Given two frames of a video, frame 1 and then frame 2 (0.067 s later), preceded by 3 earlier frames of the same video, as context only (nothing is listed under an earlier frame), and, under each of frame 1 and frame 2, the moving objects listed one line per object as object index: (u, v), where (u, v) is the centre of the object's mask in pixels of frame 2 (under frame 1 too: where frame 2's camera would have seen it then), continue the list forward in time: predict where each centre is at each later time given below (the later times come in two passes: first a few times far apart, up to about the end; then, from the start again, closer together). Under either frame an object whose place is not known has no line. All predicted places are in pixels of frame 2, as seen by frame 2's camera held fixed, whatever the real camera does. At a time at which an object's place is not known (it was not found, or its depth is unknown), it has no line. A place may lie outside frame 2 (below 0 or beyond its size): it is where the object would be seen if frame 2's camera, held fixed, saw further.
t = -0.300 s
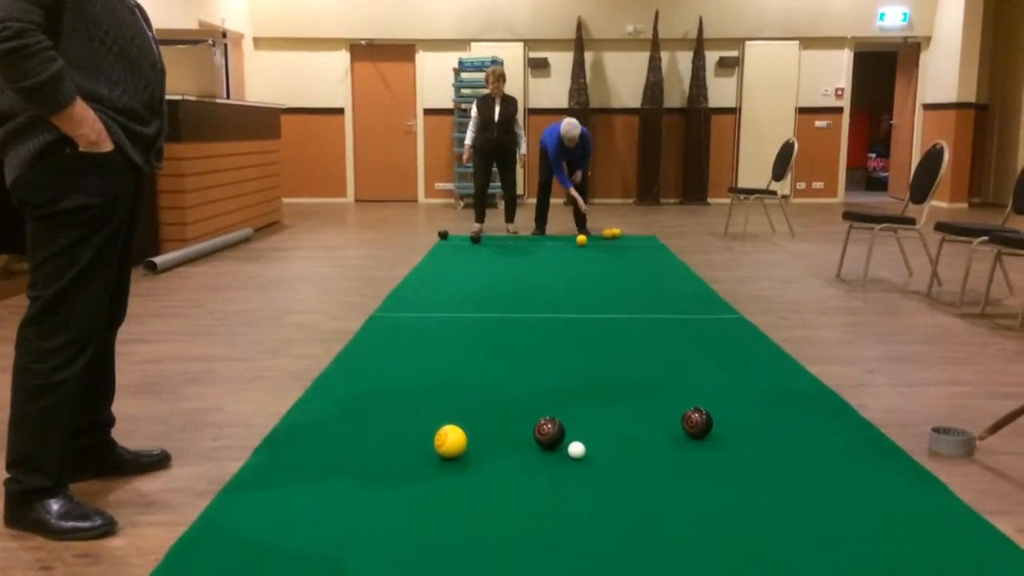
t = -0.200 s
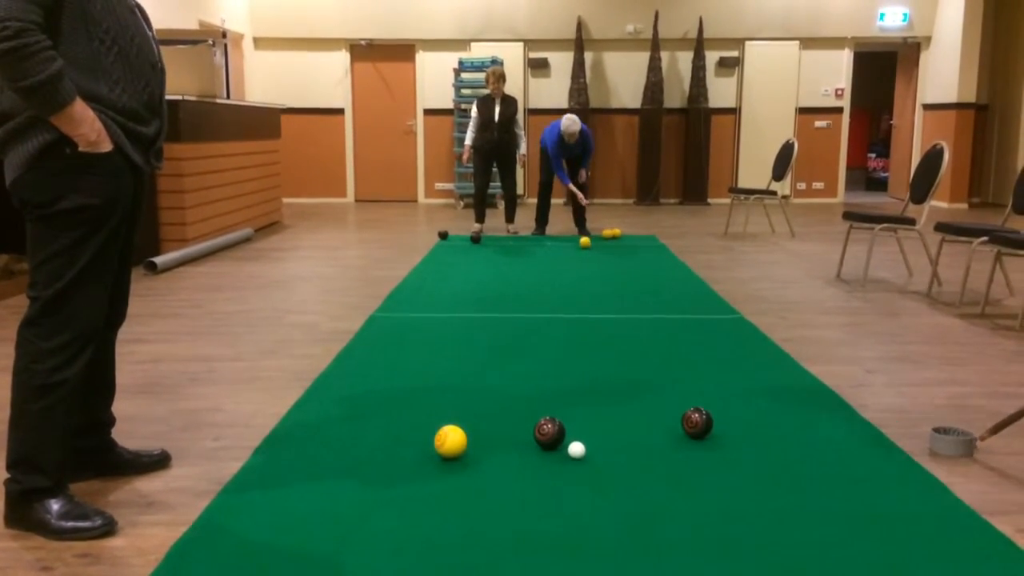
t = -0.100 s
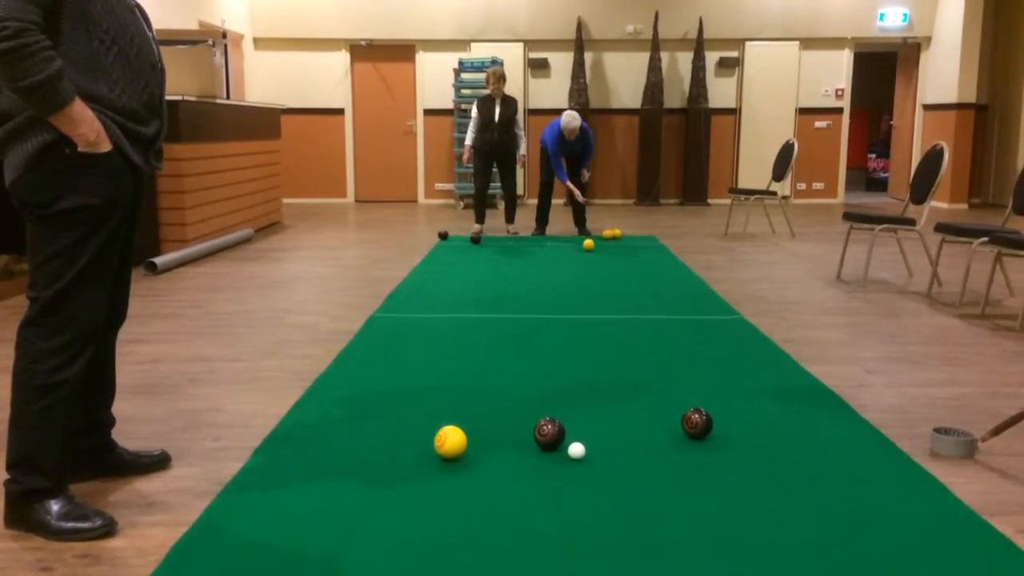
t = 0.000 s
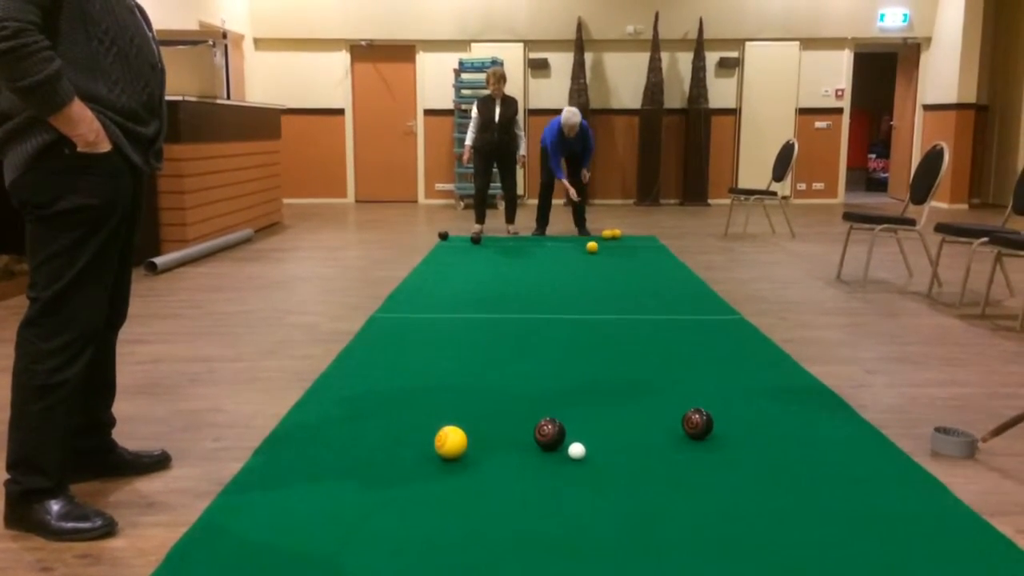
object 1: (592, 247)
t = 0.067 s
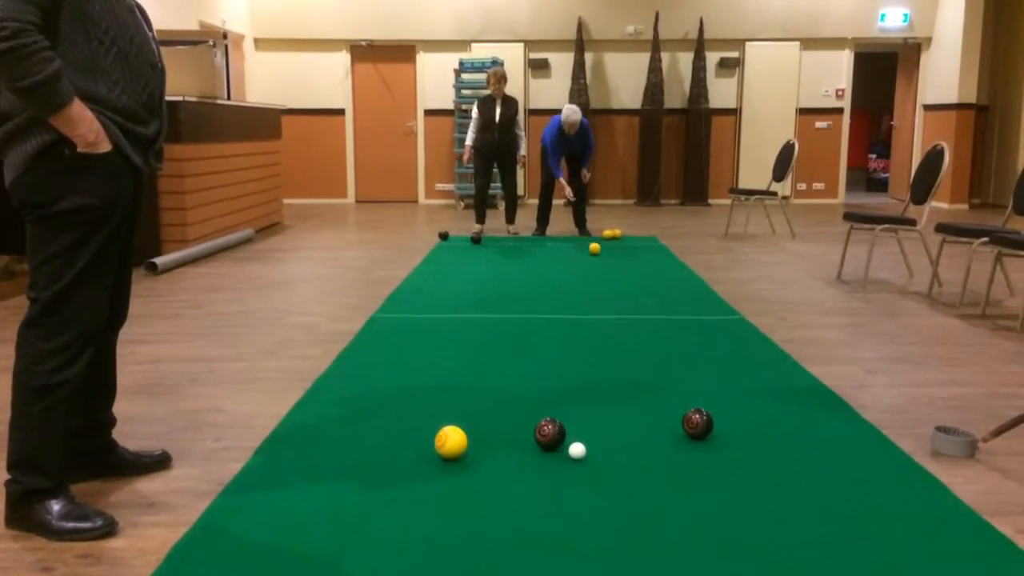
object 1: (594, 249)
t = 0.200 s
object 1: (599, 252)
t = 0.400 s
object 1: (605, 257)
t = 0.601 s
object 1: (611, 262)
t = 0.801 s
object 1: (616, 266)
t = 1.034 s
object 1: (623, 272)
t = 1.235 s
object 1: (628, 278)
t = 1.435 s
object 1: (633, 284)
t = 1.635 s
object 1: (638, 290)
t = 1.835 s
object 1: (641, 296)
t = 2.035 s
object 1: (645, 302)
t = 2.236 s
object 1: (648, 308)
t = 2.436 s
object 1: (650, 314)
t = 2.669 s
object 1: (651, 322)
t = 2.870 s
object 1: (652, 328)
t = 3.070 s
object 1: (650, 334)
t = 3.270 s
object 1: (648, 341)
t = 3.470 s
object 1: (645, 347)
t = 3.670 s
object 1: (640, 353)
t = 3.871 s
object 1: (635, 358)
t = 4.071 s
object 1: (629, 363)
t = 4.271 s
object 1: (622, 368)
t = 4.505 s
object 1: (613, 372)
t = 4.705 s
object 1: (605, 375)
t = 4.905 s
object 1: (596, 378)
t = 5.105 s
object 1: (587, 380)
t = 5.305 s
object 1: (579, 381)
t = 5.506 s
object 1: (571, 381)
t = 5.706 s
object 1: (566, 382)
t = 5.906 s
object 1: (562, 382)
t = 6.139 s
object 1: (560, 381)
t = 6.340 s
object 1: (559, 381)
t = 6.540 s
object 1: (559, 379)
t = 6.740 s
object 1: (559, 380)
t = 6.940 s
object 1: (559, 380)
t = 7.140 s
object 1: (559, 380)
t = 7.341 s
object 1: (559, 380)
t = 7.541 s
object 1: (559, 380)
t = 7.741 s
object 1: (559, 380)
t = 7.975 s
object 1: (559, 380)
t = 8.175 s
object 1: (559, 380)
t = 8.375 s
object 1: (559, 380)
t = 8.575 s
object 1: (559, 380)
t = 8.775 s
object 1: (559, 380)
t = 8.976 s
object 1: (559, 380)
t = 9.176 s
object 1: (559, 380)
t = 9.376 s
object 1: (559, 380)
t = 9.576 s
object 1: (559, 380)
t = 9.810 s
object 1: (559, 380)
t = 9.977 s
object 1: (559, 380)
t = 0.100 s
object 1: (595, 249)
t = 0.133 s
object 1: (596, 250)
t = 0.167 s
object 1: (598, 251)
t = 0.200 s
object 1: (599, 252)
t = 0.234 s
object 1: (599, 253)
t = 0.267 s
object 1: (600, 253)
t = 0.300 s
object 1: (601, 254)
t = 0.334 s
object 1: (603, 255)
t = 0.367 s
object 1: (604, 256)
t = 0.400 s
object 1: (605, 257)
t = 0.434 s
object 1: (606, 258)
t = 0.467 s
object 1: (606, 258)
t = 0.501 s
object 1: (607, 259)
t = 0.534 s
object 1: (609, 260)
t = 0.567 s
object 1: (610, 261)
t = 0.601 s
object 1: (611, 262)
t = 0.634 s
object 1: (611, 262)
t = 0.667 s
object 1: (612, 263)
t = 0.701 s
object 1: (613, 264)
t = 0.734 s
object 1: (614, 265)
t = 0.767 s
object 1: (615, 265)
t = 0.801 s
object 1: (616, 266)
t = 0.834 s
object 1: (617, 267)
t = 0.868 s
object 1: (618, 268)
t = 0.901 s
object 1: (619, 268)
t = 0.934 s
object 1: (619, 269)
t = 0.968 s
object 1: (621, 270)
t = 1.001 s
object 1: (622, 271)
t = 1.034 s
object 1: (623, 272)
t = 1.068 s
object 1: (624, 273)
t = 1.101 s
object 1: (625, 274)
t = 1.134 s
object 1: (625, 275)
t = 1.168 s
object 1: (626, 276)
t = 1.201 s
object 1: (627, 277)
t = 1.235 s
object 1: (628, 278)
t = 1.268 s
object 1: (629, 279)
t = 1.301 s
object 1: (630, 280)
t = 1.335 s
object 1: (631, 280)
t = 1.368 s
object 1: (631, 281)
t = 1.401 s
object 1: (632, 283)
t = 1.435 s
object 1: (633, 284)
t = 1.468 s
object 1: (634, 285)
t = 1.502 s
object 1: (634, 286)
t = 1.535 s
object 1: (635, 287)
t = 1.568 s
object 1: (636, 288)
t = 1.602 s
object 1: (637, 289)
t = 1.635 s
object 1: (638, 290)
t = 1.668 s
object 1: (638, 291)
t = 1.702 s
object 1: (639, 292)
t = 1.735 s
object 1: (639, 293)
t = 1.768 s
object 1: (640, 294)
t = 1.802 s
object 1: (641, 294)
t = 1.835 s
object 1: (641, 296)
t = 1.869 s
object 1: (642, 297)
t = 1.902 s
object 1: (643, 298)
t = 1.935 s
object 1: (643, 299)
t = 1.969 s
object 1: (644, 300)
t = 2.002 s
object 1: (644, 301)
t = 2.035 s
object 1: (645, 302)
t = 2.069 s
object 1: (645, 303)
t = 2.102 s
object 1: (646, 304)
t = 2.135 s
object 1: (646, 305)
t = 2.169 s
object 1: (647, 306)
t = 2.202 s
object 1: (647, 307)
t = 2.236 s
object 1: (648, 308)
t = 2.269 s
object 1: (648, 309)
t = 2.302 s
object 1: (648, 310)
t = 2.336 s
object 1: (649, 311)
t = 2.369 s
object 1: (649, 312)
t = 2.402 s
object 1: (650, 314)
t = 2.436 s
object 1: (650, 314)
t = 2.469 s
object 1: (650, 315)
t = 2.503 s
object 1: (651, 317)
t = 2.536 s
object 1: (651, 318)
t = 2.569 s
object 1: (651, 319)
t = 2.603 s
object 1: (651, 320)
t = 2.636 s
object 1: (651, 321)
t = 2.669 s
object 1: (651, 322)
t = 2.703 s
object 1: (652, 323)
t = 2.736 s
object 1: (652, 324)
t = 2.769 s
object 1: (652, 325)
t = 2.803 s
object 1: (652, 326)
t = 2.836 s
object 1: (652, 327)
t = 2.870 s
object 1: (652, 328)
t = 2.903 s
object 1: (652, 329)
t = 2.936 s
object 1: (652, 330)
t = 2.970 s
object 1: (651, 331)
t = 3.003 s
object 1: (651, 333)
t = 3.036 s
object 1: (651, 333)
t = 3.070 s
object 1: (650, 334)
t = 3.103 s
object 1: (650, 335)
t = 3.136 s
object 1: (650, 336)
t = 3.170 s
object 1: (649, 338)
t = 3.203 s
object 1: (649, 339)
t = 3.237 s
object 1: (649, 340)
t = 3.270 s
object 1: (648, 341)
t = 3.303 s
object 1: (648, 342)
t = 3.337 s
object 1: (647, 343)
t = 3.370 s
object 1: (647, 344)
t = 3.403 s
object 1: (646, 345)
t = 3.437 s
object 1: (646, 346)
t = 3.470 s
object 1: (645, 347)
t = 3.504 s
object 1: (644, 348)
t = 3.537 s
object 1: (644, 349)
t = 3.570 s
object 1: (643, 350)
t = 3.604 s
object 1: (642, 351)
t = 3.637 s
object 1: (641, 352)
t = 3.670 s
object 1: (640, 353)
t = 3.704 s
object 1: (640, 354)
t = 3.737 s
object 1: (639, 354)
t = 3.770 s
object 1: (638, 355)
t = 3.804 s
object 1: (637, 356)
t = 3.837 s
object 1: (636, 357)
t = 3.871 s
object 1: (635, 358)
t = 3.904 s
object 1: (634, 359)
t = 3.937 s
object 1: (633, 360)
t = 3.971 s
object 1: (632, 360)
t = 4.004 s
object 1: (631, 362)
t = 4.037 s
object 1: (630, 362)
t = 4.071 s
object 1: (629, 363)
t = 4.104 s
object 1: (628, 364)
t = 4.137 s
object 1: (627, 364)
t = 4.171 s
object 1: (626, 365)
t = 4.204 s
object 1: (625, 366)
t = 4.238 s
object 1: (623, 367)
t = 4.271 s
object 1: (622, 368)
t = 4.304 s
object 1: (621, 368)
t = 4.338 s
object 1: (620, 369)
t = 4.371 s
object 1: (618, 369)
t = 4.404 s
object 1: (617, 370)
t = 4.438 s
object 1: (616, 371)
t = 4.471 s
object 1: (614, 371)
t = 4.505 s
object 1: (613, 372)
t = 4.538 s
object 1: (612, 372)
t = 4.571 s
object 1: (611, 373)
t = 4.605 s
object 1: (609, 374)
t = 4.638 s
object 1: (608, 374)
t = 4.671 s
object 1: (607, 375)
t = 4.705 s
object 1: (605, 375)
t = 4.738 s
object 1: (603, 376)
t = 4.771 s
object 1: (602, 376)
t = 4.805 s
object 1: (600, 377)
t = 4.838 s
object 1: (599, 377)
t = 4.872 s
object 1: (597, 378)
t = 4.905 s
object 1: (596, 378)
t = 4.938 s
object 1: (594, 378)
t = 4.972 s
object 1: (593, 379)
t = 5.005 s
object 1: (591, 379)
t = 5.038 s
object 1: (590, 379)
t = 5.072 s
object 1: (588, 380)
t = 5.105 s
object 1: (587, 380)
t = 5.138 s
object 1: (585, 380)
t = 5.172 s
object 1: (584, 380)
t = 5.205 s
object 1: (583, 380)
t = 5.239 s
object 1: (581, 380)
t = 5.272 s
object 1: (580, 380)
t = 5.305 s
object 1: (579, 381)
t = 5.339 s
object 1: (577, 381)
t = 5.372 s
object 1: (576, 381)
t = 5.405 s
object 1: (575, 381)
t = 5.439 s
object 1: (573, 381)
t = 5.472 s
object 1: (572, 381)
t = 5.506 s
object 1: (571, 381)
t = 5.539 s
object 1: (570, 381)
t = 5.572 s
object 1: (570, 381)
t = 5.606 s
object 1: (569, 381)
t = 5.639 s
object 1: (568, 382)
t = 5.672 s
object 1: (567, 382)
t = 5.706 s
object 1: (566, 382)
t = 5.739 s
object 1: (566, 382)
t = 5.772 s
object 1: (565, 382)
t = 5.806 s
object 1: (564, 382)
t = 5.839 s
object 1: (564, 382)
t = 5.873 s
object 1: (563, 382)
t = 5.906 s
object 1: (562, 382)
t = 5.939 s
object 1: (562, 382)
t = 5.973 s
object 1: (561, 382)
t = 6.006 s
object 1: (561, 382)
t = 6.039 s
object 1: (560, 382)
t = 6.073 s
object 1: (560, 381)
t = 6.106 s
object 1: (560, 381)
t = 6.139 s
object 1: (560, 381)
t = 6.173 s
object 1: (559, 381)
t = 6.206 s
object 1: (559, 382)
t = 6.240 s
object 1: (559, 382)
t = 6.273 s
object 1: (559, 381)
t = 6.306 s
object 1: (559, 381)
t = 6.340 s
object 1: (559, 381)
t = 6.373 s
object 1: (559, 380)
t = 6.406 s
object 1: (559, 380)
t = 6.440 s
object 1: (559, 379)
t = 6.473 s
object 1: (559, 379)
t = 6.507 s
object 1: (559, 379)
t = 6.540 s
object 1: (559, 379)
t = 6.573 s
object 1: (559, 379)
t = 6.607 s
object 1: (559, 379)
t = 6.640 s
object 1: (559, 379)
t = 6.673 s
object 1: (559, 380)
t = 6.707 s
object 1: (559, 380)
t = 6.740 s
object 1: (559, 380)
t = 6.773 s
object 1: (559, 380)
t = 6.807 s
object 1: (559, 380)
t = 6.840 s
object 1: (559, 380)
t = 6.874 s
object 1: (559, 380)
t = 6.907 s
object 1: (559, 380)
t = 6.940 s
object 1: (559, 380)
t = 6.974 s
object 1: (559, 380)
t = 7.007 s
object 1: (559, 380)
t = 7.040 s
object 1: (559, 380)
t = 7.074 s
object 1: (559, 380)
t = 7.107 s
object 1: (559, 380)
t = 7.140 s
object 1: (559, 380)
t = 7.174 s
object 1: (559, 380)
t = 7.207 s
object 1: (559, 380)
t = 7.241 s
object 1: (559, 380)
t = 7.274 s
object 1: (559, 380)
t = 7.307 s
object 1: (559, 380)
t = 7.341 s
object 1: (559, 380)
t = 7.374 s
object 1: (559, 380)
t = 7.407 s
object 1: (559, 380)
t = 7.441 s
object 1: (559, 380)
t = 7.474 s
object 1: (559, 380)
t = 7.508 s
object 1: (559, 380)
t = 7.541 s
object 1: (559, 380)
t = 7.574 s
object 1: (559, 380)
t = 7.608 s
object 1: (559, 380)
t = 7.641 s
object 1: (559, 380)
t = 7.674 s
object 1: (559, 380)
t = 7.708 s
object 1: (559, 380)
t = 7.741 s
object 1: (559, 380)
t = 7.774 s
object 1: (559, 380)
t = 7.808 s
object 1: (559, 380)
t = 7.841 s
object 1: (559, 380)
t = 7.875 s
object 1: (559, 380)
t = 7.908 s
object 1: (559, 380)
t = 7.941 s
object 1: (559, 380)
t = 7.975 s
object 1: (559, 380)
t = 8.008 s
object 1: (559, 380)
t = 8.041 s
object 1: (559, 380)
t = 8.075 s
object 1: (559, 380)
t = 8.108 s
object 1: (559, 380)
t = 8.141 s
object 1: (559, 380)
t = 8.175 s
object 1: (559, 380)
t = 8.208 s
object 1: (559, 380)
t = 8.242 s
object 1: (559, 380)
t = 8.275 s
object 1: (559, 380)
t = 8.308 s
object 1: (559, 380)
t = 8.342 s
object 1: (559, 380)
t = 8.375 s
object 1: (559, 380)
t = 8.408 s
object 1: (559, 380)
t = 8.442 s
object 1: (559, 380)
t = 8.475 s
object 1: (559, 380)
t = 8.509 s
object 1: (559, 380)
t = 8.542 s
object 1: (559, 380)
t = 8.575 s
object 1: (559, 380)
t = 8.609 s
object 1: (559, 380)
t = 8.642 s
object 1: (559, 380)
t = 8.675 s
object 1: (559, 380)
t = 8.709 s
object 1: (559, 380)
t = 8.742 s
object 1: (559, 380)
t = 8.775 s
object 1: (559, 380)
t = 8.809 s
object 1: (559, 380)
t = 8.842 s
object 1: (559, 380)
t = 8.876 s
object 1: (559, 380)
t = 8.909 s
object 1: (559, 380)
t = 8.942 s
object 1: (559, 380)
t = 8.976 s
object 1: (559, 380)
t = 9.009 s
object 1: (559, 380)
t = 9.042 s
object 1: (559, 380)
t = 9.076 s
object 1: (559, 380)
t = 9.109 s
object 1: (559, 380)
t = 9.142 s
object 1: (559, 380)
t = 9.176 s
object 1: (559, 380)
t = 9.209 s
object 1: (559, 380)
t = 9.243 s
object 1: (559, 380)
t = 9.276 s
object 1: (559, 380)
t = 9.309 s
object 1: (559, 380)
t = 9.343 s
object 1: (559, 380)
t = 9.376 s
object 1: (559, 380)
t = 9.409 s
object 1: (559, 380)
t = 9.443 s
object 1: (559, 380)
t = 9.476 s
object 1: (559, 380)
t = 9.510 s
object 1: (559, 380)
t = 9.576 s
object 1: (559, 380)
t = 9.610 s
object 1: (559, 380)
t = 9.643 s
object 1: (559, 380)
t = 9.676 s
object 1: (559, 380)
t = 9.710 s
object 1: (559, 380)
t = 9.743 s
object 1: (559, 380)
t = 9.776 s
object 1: (559, 380)
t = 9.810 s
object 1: (559, 380)
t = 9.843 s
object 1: (559, 380)
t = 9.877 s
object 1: (559, 380)
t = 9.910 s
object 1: (559, 380)
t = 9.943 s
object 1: (559, 380)
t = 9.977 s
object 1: (559, 380)
